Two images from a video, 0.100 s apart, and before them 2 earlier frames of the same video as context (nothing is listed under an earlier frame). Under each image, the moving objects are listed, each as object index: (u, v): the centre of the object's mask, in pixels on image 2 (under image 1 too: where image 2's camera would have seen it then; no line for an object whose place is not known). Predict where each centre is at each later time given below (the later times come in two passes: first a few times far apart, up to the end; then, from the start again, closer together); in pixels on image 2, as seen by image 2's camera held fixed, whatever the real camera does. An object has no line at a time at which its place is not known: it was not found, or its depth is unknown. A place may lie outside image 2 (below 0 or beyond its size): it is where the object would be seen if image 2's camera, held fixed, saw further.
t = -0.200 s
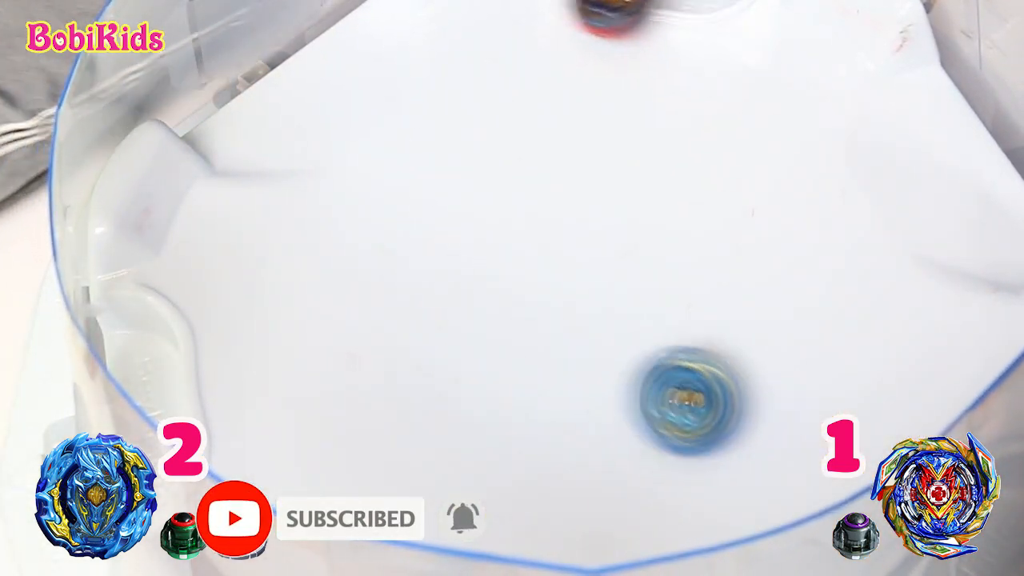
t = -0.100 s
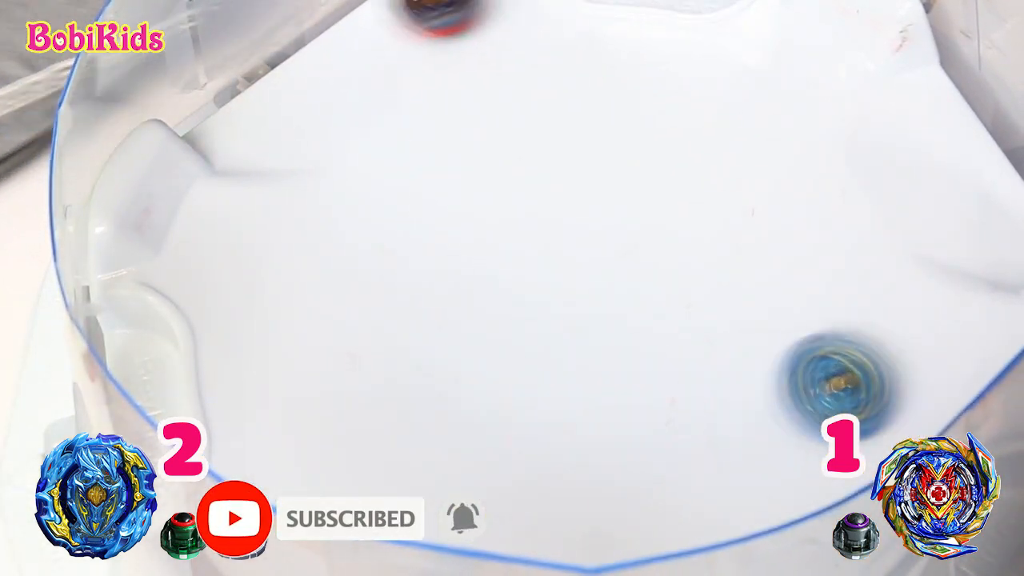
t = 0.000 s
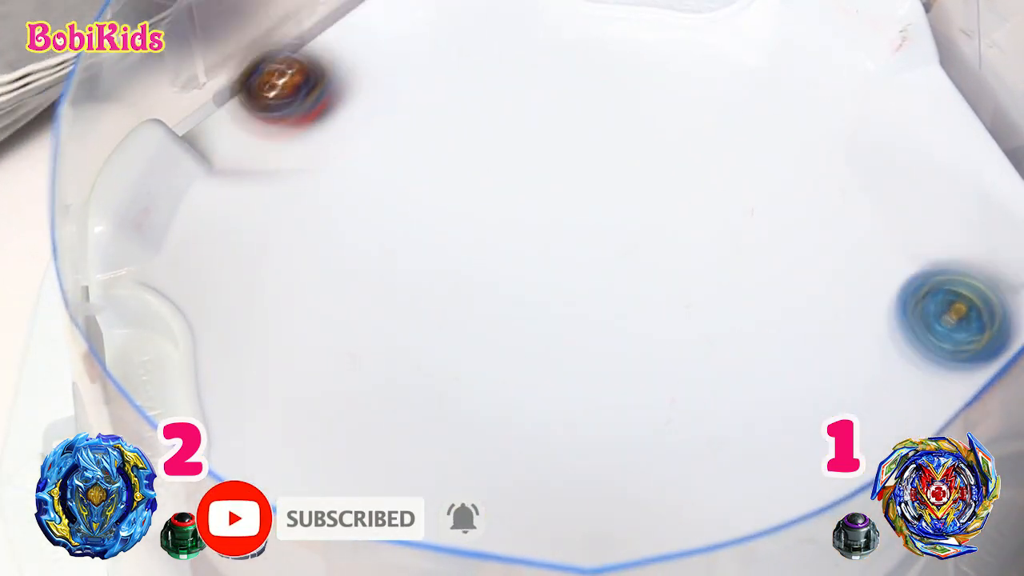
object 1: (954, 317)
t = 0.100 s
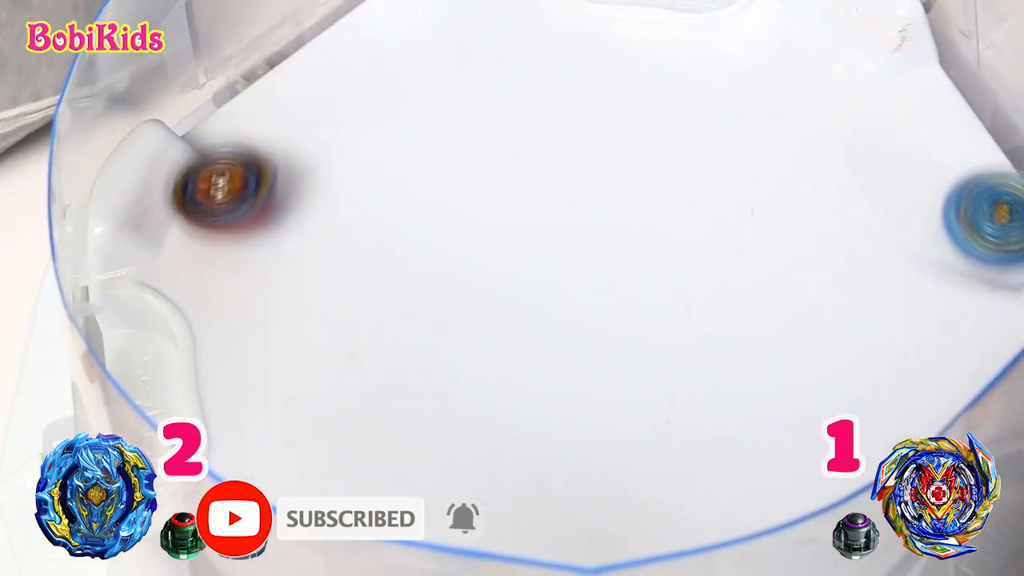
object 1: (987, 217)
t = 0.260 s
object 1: (924, 104)
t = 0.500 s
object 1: (821, 180)
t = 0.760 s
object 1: (603, 309)
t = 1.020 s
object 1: (471, 273)
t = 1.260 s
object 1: (715, 150)
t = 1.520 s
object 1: (853, 351)
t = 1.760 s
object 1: (579, 378)
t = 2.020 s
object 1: (539, 391)
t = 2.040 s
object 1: (538, 413)
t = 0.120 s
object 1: (987, 202)
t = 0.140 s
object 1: (989, 181)
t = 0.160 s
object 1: (986, 166)
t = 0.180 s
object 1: (976, 153)
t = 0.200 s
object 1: (964, 139)
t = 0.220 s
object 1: (948, 127)
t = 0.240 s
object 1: (936, 115)
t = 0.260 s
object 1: (924, 104)
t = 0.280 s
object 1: (914, 93)
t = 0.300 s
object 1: (905, 82)
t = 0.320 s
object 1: (896, 74)
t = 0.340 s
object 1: (888, 75)
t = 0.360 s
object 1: (878, 83)
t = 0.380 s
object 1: (867, 94)
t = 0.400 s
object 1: (860, 105)
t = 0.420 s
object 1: (853, 119)
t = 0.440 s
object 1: (847, 134)
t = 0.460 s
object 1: (839, 150)
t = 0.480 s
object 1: (831, 165)
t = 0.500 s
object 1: (821, 180)
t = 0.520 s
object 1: (807, 196)
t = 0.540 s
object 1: (794, 209)
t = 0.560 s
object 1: (779, 223)
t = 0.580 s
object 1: (763, 237)
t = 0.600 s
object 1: (746, 248)
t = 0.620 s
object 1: (728, 260)
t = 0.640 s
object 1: (708, 272)
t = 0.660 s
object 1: (689, 281)
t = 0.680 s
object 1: (669, 289)
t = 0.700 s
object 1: (652, 297)
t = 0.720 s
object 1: (634, 304)
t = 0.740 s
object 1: (618, 310)
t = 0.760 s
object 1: (603, 309)
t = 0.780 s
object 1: (591, 296)
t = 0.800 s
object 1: (579, 284)
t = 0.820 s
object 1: (568, 273)
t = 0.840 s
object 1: (557, 264)
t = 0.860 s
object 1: (547, 256)
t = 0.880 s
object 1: (537, 251)
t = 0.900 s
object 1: (526, 249)
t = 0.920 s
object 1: (516, 247)
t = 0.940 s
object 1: (506, 248)
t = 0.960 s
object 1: (495, 251)
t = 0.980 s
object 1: (486, 256)
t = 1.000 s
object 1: (478, 264)
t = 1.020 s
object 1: (471, 273)
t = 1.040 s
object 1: (453, 326)
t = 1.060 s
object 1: (467, 401)
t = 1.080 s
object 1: (530, 474)
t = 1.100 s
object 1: (628, 509)
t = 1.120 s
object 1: (731, 513)
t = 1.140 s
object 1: (807, 481)
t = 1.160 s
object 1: (876, 416)
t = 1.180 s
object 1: (903, 374)
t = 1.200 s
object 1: (904, 314)
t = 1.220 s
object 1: (878, 253)
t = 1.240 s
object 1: (815, 195)
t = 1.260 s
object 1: (715, 150)
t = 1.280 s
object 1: (587, 130)
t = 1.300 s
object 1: (457, 152)
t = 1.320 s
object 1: (338, 208)
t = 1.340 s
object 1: (250, 297)
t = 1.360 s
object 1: (207, 396)
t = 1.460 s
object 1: (656, 545)
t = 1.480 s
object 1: (739, 512)
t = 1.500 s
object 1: (796, 435)
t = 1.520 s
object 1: (853, 351)
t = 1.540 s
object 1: (911, 259)
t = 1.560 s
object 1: (941, 177)
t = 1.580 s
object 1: (942, 111)
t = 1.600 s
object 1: (918, 72)
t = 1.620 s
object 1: (884, 145)
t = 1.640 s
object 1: (858, 207)
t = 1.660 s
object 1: (813, 260)
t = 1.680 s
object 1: (756, 295)
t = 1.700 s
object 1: (697, 319)
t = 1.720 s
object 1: (641, 338)
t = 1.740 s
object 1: (602, 357)
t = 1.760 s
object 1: (579, 378)
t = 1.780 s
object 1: (564, 403)
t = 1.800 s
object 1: (577, 464)
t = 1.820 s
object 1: (601, 499)
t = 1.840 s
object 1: (614, 511)
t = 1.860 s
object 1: (620, 513)
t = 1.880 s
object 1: (620, 510)
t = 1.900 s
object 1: (616, 499)
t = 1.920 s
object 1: (611, 480)
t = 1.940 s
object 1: (604, 455)
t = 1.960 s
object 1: (596, 428)
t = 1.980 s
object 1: (583, 398)
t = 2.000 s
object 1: (560, 370)
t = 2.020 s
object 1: (539, 391)
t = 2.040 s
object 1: (538, 413)
